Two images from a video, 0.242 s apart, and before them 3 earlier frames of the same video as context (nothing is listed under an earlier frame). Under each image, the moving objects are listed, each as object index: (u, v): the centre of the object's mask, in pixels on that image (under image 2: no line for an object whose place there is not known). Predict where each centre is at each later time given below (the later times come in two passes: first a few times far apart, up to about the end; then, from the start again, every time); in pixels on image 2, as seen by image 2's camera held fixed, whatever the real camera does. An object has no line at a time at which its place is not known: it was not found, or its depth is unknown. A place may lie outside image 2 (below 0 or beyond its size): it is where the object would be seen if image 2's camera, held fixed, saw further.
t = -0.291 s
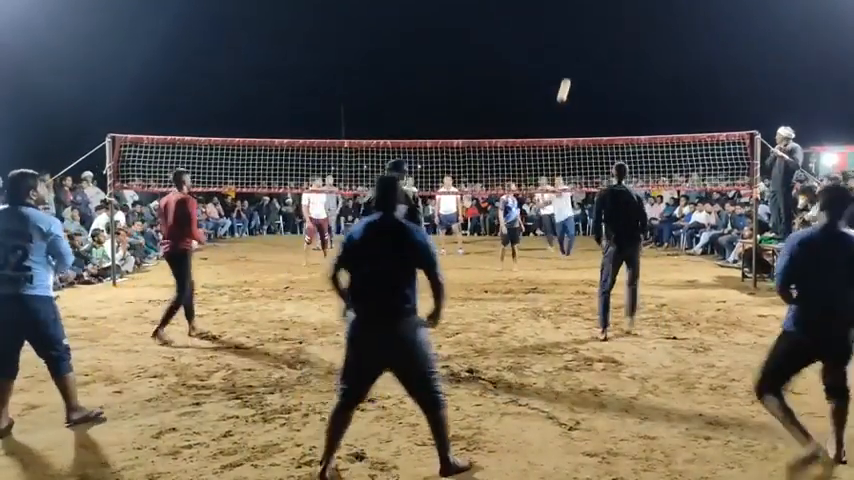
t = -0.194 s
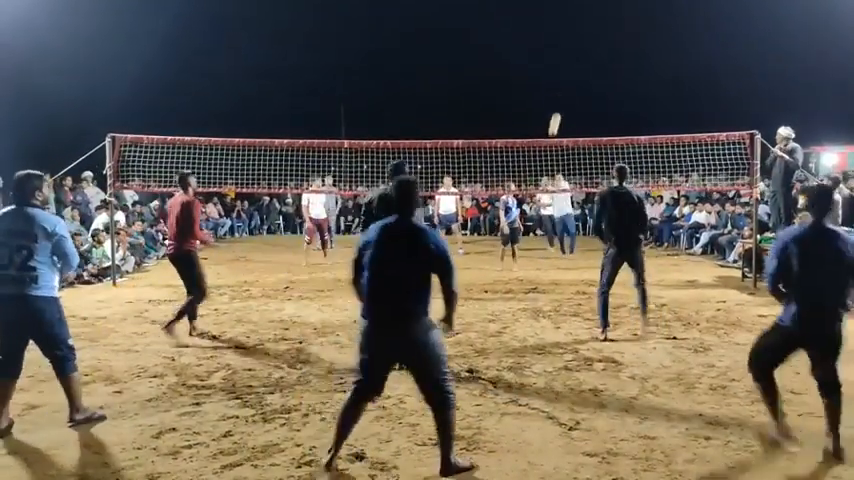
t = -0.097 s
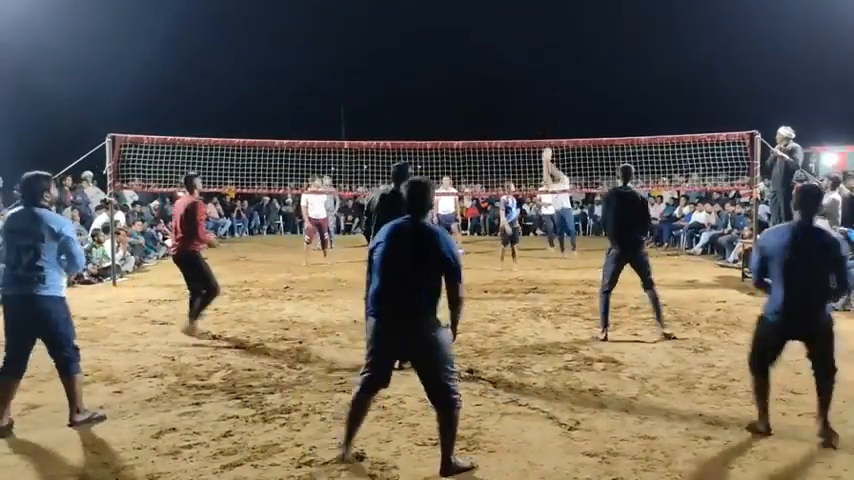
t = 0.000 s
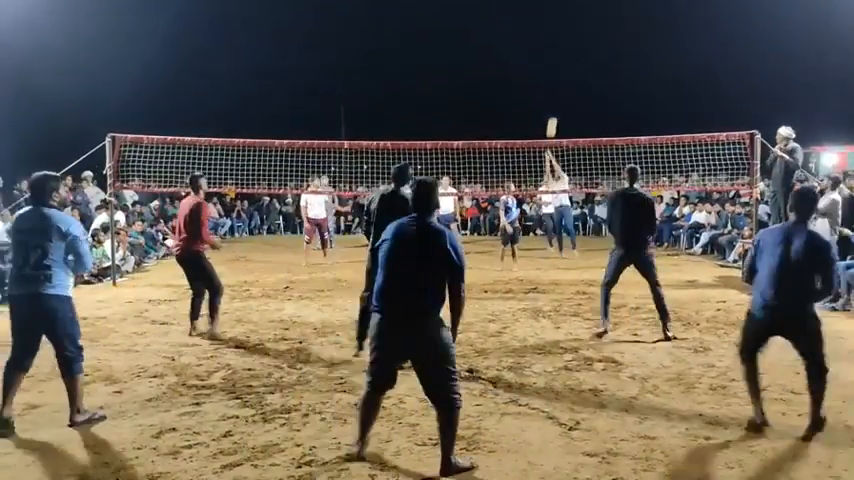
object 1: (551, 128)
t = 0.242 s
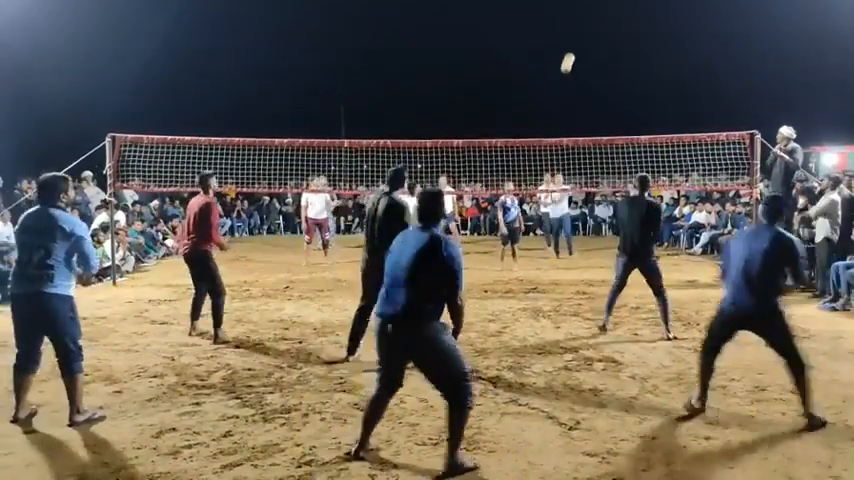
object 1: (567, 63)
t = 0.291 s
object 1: (572, 52)
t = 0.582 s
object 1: (603, 12)
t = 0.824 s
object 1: (643, 30)
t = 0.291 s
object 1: (572, 52)
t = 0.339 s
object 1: (576, 42)
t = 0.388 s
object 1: (580, 33)
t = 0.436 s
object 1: (586, 26)
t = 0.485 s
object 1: (591, 20)
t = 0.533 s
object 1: (597, 15)
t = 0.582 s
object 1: (603, 12)
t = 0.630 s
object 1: (610, 11)
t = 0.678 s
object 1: (617, 11)
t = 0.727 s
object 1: (625, 15)
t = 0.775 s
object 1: (634, 21)
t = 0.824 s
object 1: (643, 30)
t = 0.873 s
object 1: (654, 42)
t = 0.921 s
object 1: (664, 58)
